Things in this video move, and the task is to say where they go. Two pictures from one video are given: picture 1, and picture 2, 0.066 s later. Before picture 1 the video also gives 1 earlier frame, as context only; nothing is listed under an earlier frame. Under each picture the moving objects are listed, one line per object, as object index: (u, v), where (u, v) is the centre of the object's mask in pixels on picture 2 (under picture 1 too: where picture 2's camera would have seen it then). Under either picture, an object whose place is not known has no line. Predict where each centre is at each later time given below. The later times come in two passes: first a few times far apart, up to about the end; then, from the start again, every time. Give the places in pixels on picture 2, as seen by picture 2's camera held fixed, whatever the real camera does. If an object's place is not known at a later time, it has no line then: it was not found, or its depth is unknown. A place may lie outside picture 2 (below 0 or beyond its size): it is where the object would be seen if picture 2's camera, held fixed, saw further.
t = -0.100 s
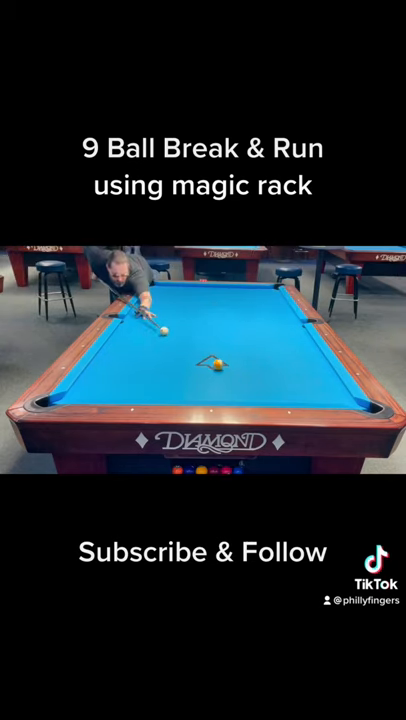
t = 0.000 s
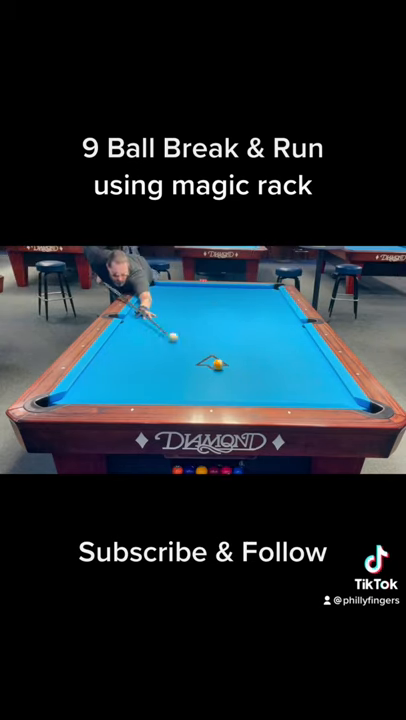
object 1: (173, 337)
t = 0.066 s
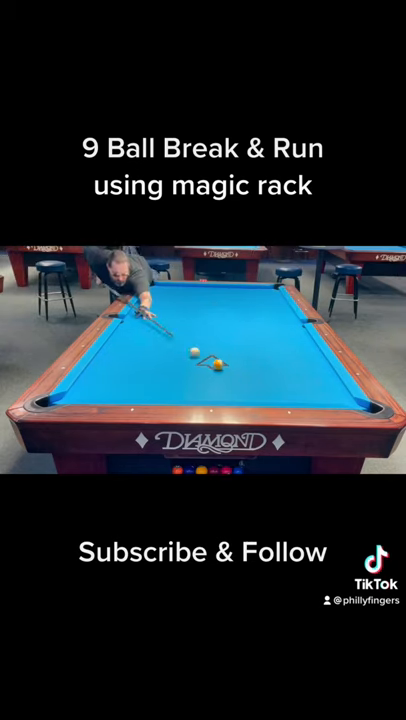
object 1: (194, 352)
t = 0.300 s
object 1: (193, 393)
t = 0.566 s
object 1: (183, 380)
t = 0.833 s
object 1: (179, 367)
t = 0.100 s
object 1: (205, 361)
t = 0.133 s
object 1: (206, 366)
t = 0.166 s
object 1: (203, 371)
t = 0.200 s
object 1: (201, 376)
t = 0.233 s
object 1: (198, 382)
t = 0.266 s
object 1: (196, 388)
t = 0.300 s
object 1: (193, 393)
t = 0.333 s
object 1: (190, 397)
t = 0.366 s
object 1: (189, 394)
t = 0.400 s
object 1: (188, 393)
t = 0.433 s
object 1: (187, 390)
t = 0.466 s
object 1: (186, 387)
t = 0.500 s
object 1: (185, 385)
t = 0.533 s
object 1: (184, 382)
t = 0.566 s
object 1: (183, 380)
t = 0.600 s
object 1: (182, 377)
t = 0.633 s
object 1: (182, 376)
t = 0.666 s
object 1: (182, 374)
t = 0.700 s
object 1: (181, 372)
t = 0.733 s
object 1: (180, 371)
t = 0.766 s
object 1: (180, 369)
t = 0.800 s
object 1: (179, 368)
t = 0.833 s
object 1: (179, 367)
